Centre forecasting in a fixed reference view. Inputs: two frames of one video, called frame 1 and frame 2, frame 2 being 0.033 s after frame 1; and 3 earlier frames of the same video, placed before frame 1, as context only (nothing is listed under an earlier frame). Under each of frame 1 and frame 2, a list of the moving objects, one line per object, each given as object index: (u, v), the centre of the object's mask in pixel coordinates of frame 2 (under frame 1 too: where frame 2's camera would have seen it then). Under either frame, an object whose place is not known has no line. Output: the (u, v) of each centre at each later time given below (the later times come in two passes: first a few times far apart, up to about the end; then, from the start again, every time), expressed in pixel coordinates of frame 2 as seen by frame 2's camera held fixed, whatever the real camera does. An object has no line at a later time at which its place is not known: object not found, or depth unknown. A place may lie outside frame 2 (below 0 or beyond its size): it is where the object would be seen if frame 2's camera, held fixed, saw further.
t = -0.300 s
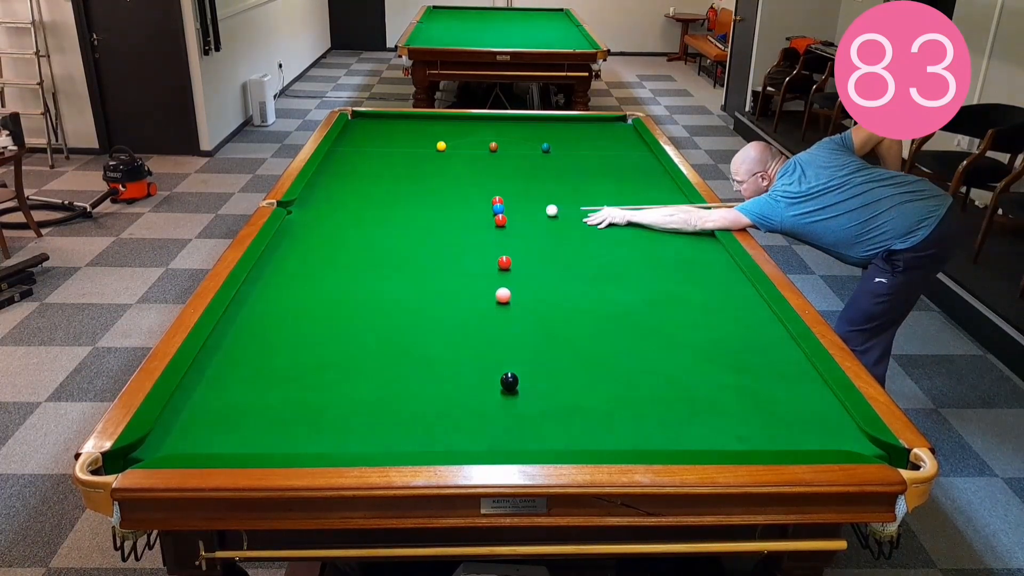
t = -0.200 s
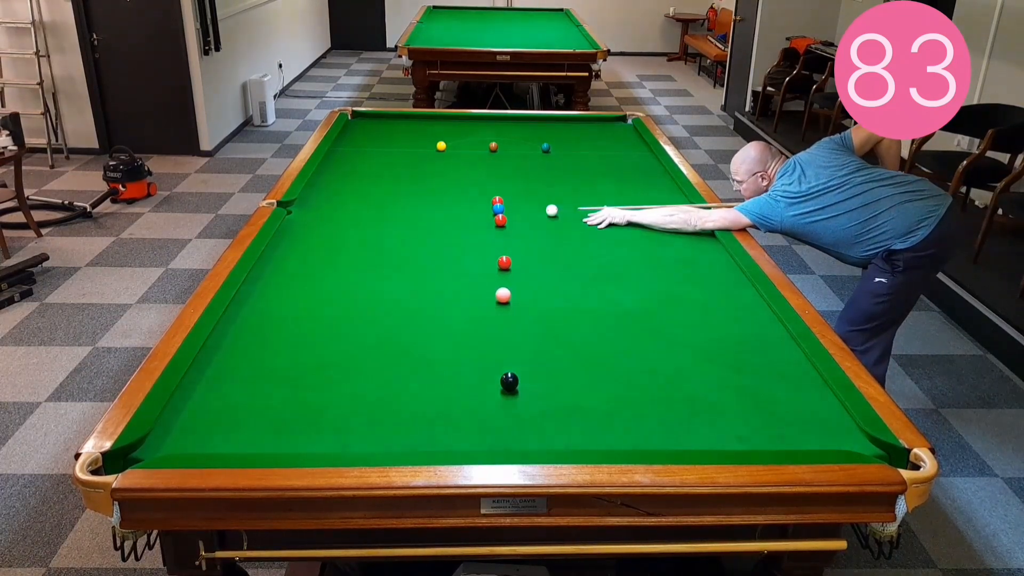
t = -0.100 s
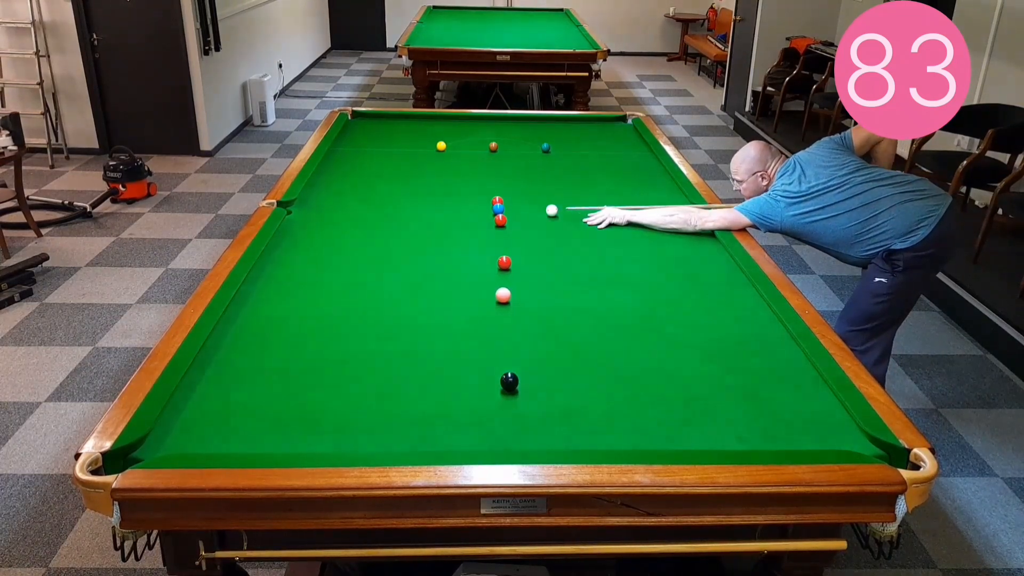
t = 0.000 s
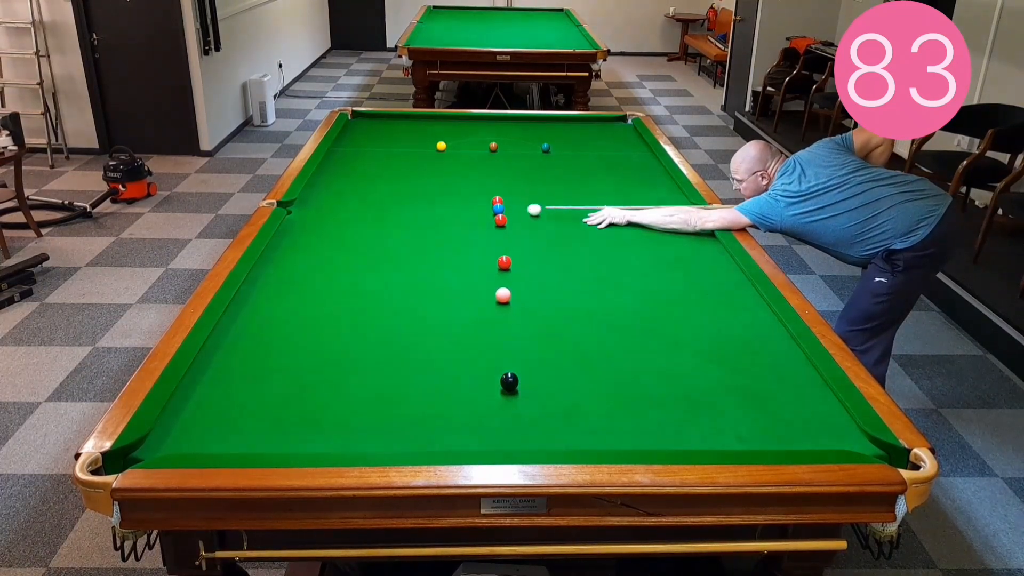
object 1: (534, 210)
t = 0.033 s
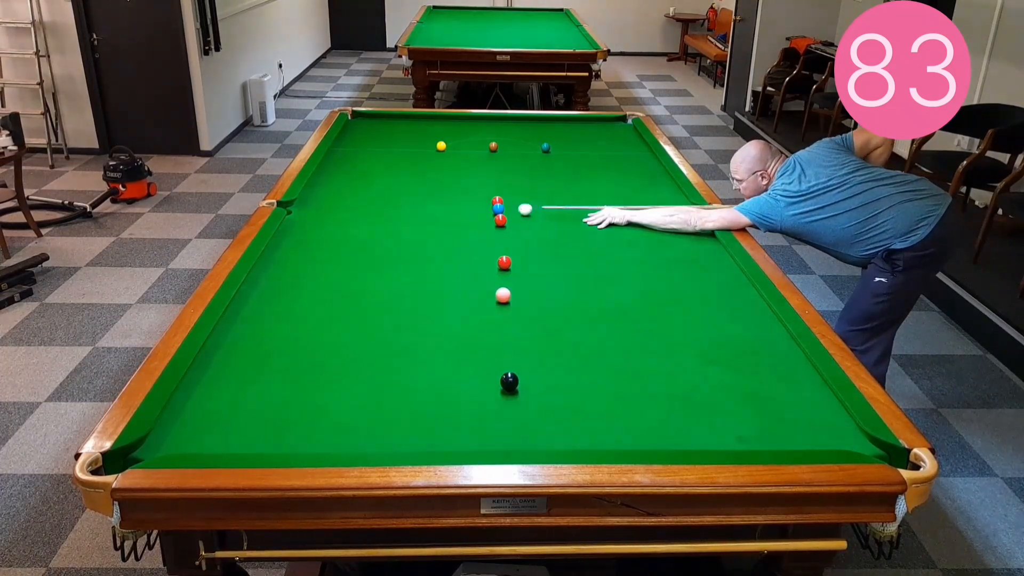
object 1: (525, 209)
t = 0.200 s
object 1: (508, 208)
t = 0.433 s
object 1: (495, 207)
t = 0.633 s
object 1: (485, 205)
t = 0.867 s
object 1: (474, 204)
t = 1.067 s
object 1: (465, 203)
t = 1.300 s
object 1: (456, 202)
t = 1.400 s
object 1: (453, 202)
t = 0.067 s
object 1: (516, 209)
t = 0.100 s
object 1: (510, 209)
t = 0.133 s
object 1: (510, 209)
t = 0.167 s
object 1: (509, 208)
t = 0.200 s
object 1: (508, 208)
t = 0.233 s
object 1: (506, 208)
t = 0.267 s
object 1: (504, 208)
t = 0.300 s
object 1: (502, 207)
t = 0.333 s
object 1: (500, 207)
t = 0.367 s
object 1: (498, 207)
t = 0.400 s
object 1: (496, 207)
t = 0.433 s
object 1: (495, 207)
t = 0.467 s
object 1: (493, 206)
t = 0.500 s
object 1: (491, 206)
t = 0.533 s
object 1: (489, 206)
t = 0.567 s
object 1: (488, 206)
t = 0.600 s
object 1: (486, 206)
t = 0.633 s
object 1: (485, 205)
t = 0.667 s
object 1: (483, 205)
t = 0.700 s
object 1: (481, 205)
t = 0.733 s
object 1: (480, 205)
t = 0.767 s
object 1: (478, 205)
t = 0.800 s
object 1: (477, 204)
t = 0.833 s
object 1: (475, 204)
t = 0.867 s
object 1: (474, 204)
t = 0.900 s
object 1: (472, 204)
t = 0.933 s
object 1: (471, 204)
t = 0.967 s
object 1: (469, 203)
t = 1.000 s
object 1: (468, 203)
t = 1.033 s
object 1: (467, 203)
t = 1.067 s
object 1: (465, 203)
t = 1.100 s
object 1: (464, 203)
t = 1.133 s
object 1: (463, 203)
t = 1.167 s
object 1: (461, 203)
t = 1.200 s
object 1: (460, 202)
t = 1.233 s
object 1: (459, 202)
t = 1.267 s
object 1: (458, 202)
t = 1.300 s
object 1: (456, 202)
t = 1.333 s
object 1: (455, 202)
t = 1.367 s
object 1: (454, 202)
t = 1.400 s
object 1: (453, 202)
